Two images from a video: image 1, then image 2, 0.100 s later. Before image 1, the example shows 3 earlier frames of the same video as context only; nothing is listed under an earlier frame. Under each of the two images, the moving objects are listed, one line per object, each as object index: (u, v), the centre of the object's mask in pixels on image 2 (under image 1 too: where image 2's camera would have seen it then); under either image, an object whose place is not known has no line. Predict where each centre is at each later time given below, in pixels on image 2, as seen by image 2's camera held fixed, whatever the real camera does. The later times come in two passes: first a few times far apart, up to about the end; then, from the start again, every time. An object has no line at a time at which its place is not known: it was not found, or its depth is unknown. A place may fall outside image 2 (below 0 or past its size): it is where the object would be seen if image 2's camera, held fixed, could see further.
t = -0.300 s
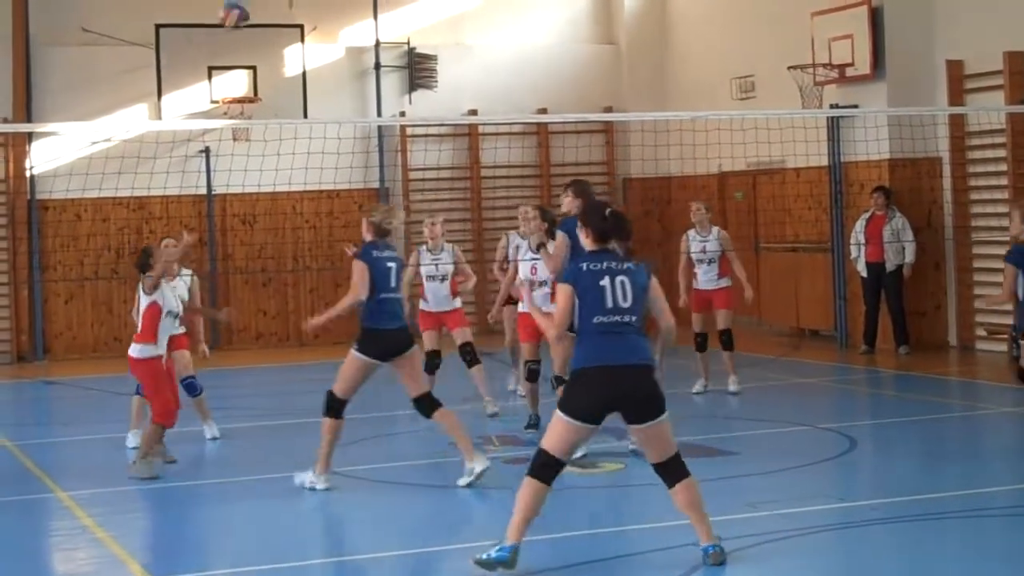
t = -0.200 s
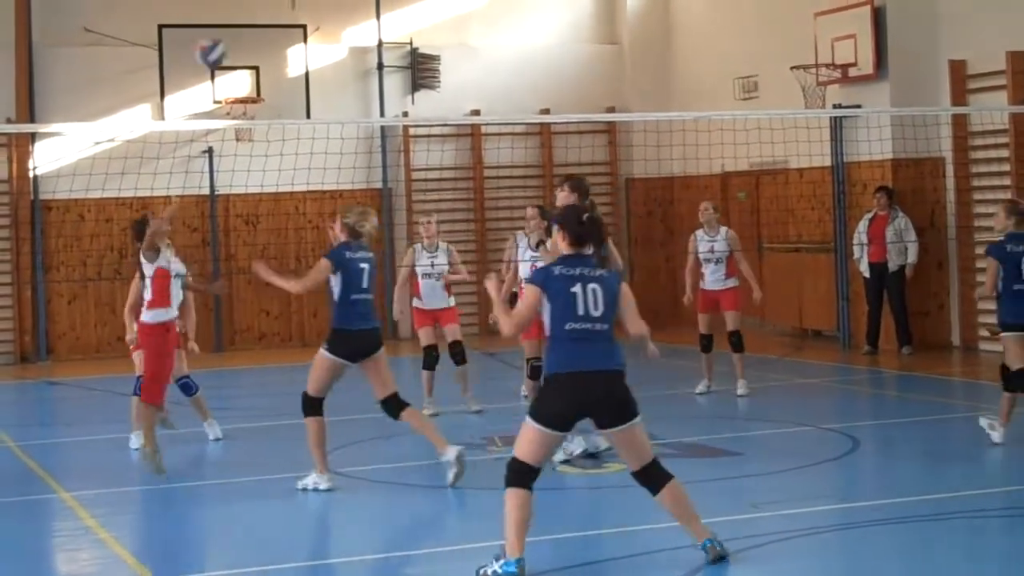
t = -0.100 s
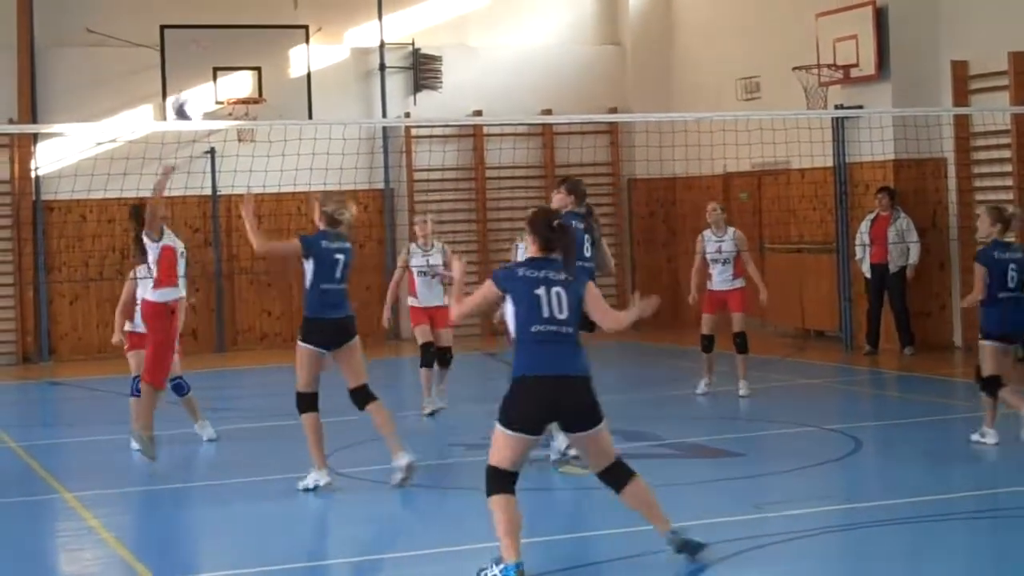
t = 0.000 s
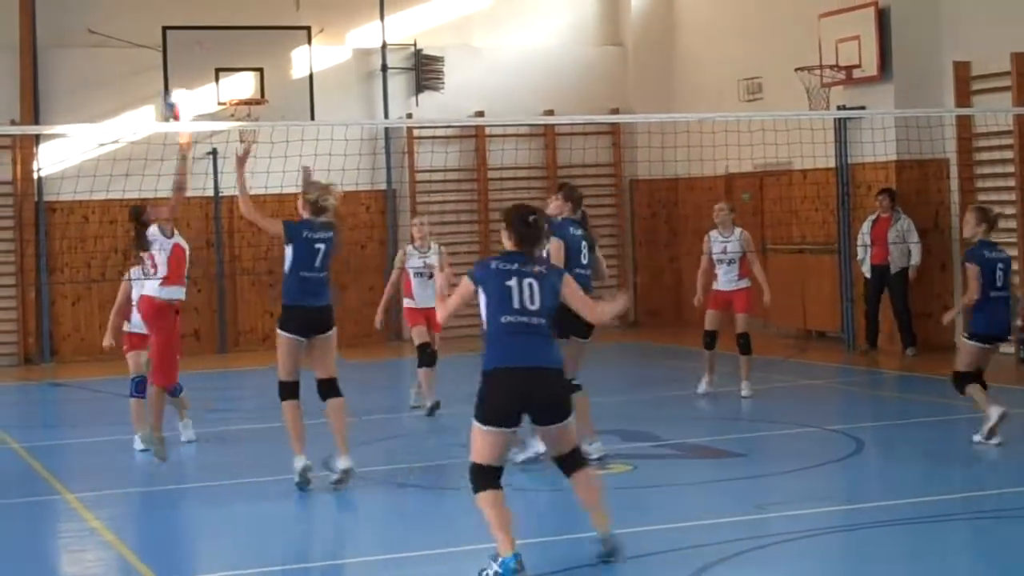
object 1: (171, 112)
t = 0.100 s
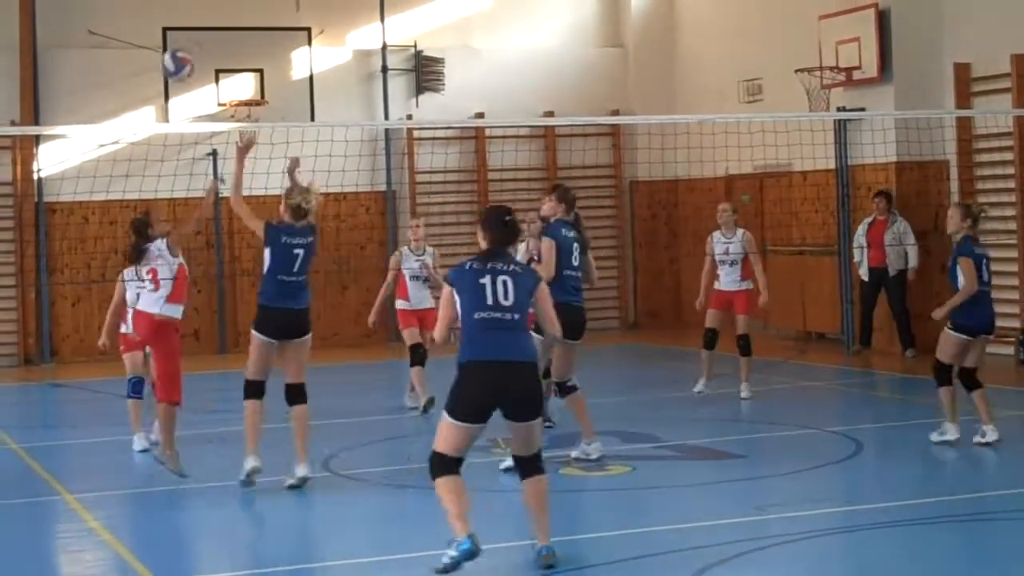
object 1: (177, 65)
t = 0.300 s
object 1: (182, 29)
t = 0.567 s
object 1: (191, 85)
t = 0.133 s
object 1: (178, 56)
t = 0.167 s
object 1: (178, 46)
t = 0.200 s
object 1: (179, 40)
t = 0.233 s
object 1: (180, 34)
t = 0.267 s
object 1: (180, 30)
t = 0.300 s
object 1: (182, 29)
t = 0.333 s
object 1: (183, 29)
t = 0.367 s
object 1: (184, 30)
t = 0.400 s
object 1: (185, 33)
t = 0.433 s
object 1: (185, 40)
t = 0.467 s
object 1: (187, 48)
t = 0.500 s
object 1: (190, 58)
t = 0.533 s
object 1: (190, 70)
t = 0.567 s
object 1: (191, 85)
